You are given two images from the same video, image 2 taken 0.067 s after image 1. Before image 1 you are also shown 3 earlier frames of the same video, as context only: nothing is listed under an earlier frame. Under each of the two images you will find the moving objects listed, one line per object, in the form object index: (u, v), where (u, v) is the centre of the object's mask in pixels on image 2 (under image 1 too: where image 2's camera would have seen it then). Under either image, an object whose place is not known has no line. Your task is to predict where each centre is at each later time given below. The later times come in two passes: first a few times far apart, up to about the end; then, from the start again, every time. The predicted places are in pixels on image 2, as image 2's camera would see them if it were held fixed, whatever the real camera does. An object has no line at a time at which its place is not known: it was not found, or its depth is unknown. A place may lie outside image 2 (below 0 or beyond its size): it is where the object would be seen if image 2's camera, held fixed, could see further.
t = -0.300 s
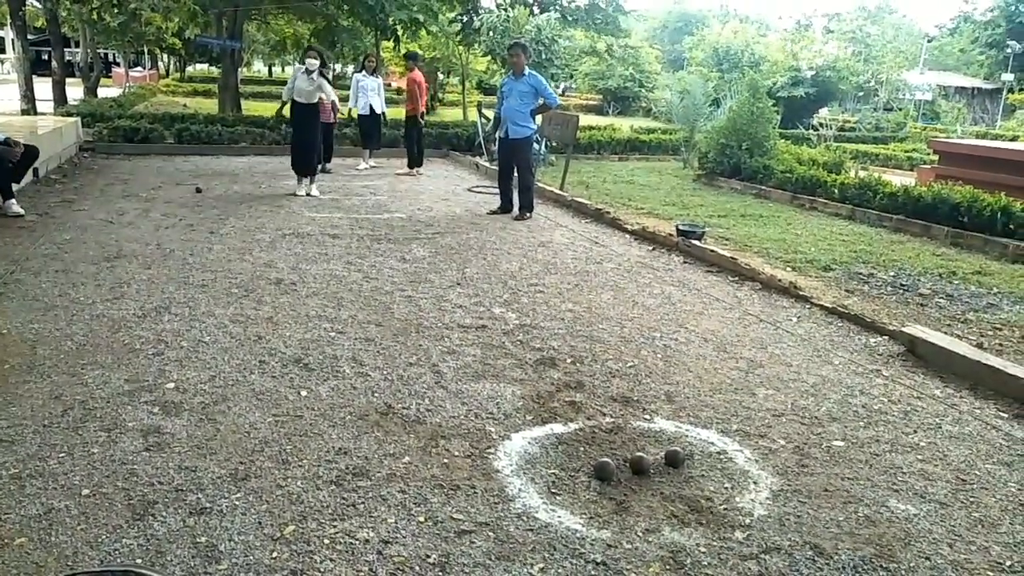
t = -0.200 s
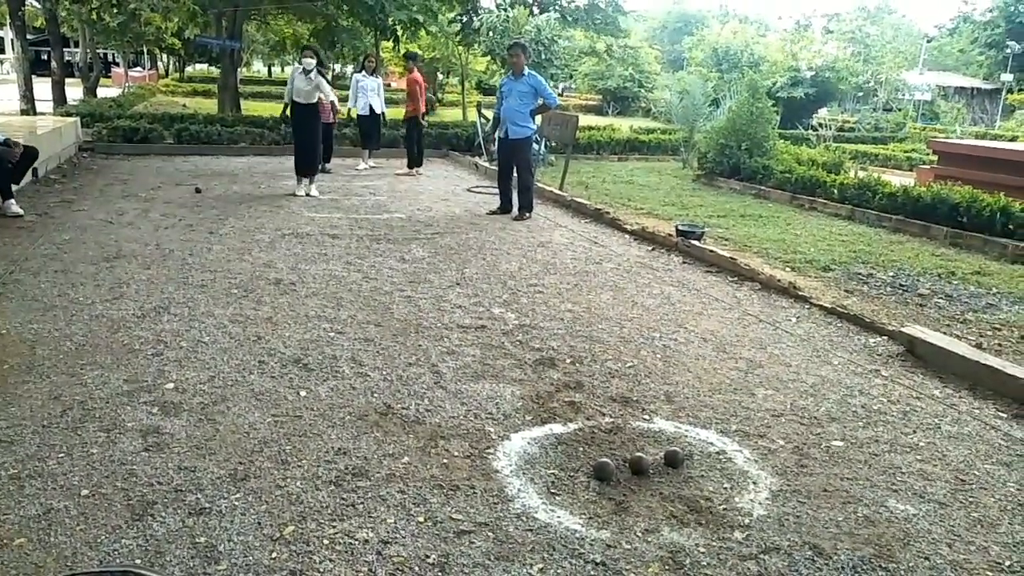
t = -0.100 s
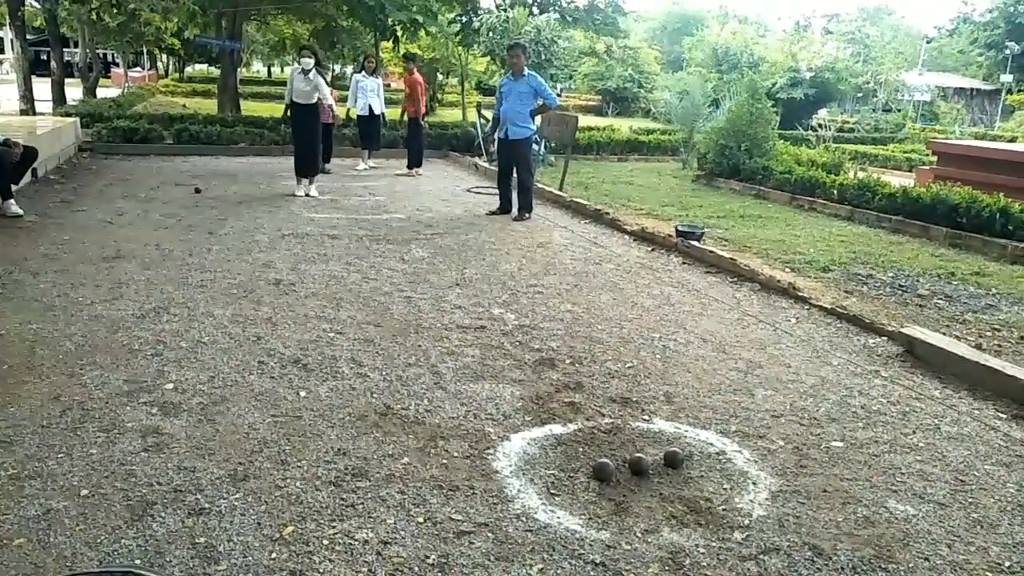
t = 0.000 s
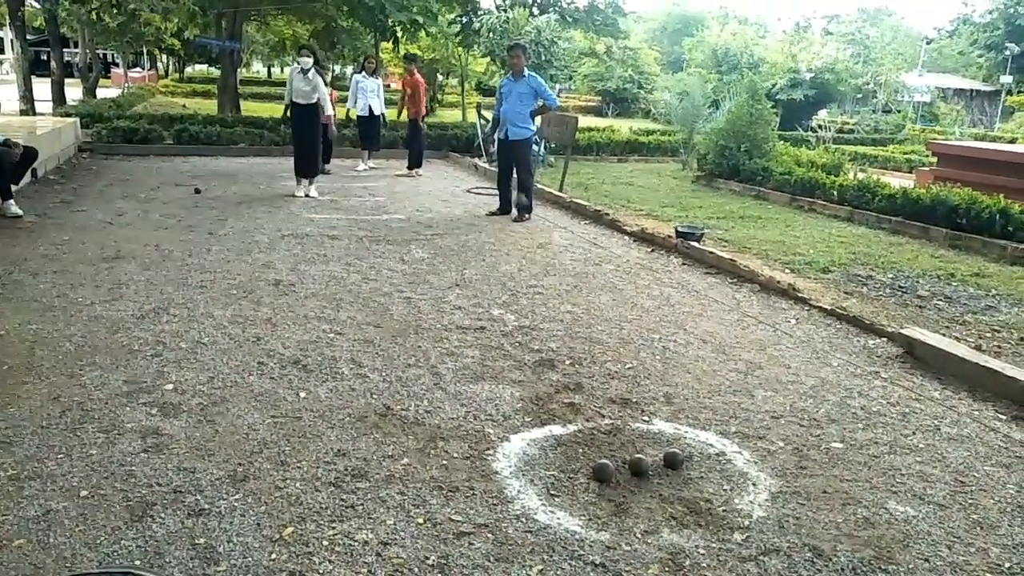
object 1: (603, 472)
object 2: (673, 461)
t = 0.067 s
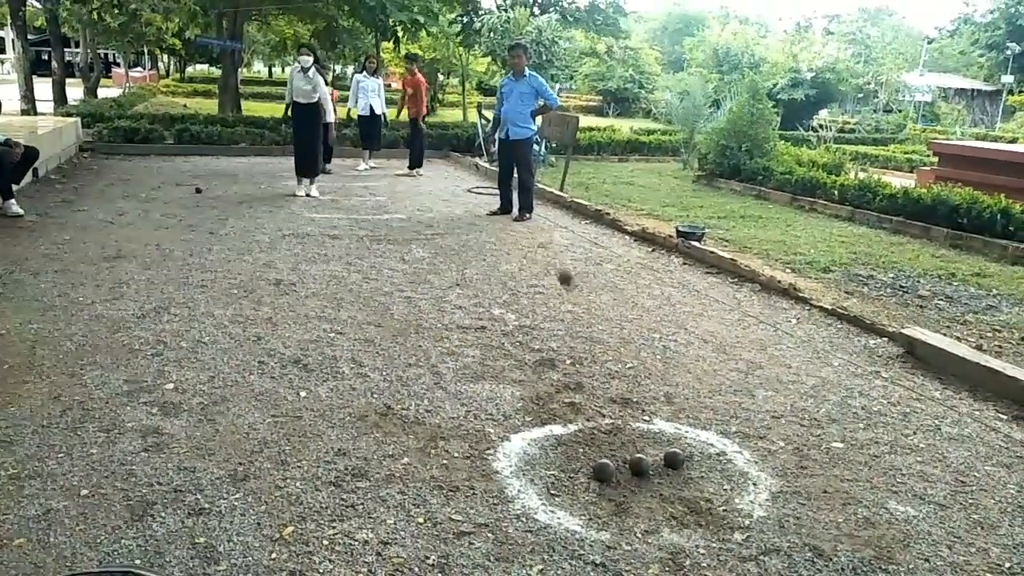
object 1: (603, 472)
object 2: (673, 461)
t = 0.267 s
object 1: (588, 472)
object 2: (720, 457)
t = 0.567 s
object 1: (547, 476)
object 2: (800, 453)
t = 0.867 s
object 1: (521, 475)
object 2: (857, 459)
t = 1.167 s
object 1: (508, 472)
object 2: (897, 462)
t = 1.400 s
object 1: (506, 472)
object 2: (914, 464)
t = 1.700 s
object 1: (505, 472)
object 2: (914, 460)
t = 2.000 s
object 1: (506, 472)
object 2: (911, 459)
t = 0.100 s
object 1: (603, 472)
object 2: (673, 461)
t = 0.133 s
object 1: (603, 472)
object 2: (673, 461)
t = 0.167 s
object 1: (603, 472)
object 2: (675, 460)
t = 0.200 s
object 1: (603, 472)
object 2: (691, 457)
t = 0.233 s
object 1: (596, 472)
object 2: (707, 457)
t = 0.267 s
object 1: (588, 472)
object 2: (720, 457)
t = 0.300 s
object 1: (581, 474)
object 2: (732, 455)
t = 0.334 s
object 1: (577, 473)
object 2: (744, 456)
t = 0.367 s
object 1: (573, 474)
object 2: (753, 455)
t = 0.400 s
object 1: (567, 475)
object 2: (762, 452)
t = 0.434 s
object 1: (563, 475)
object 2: (770, 453)
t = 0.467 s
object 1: (558, 476)
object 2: (778, 455)
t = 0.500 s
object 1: (554, 476)
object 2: (785, 454)
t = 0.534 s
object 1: (550, 476)
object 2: (793, 454)
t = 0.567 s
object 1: (547, 476)
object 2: (800, 453)
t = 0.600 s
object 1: (543, 476)
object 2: (807, 454)
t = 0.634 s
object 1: (540, 475)
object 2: (814, 453)
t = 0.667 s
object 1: (538, 474)
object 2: (820, 454)
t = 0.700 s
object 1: (535, 474)
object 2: (827, 454)
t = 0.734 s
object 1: (533, 474)
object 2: (833, 455)
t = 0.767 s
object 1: (530, 475)
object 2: (839, 455)
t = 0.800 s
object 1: (527, 474)
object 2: (845, 456)
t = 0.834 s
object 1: (524, 474)
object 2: (851, 457)
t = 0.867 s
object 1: (521, 475)
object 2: (857, 459)
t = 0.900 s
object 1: (519, 474)
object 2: (862, 459)
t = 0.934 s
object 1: (517, 473)
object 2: (868, 460)
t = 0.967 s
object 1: (515, 473)
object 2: (874, 461)
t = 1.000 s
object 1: (514, 473)
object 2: (879, 461)
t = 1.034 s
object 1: (513, 472)
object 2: (884, 461)
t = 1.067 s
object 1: (512, 472)
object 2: (886, 461)
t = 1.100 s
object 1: (511, 472)
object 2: (890, 462)
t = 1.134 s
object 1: (510, 472)
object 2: (893, 462)
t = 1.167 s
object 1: (508, 472)
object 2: (897, 462)
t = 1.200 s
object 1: (507, 472)
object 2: (900, 462)
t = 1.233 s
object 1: (506, 472)
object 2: (903, 463)
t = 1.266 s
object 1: (505, 472)
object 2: (906, 463)
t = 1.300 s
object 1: (505, 472)
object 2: (909, 464)
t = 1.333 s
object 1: (505, 472)
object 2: (911, 464)
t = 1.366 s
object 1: (506, 472)
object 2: (913, 463)
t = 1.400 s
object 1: (506, 472)
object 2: (914, 464)
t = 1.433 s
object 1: (506, 472)
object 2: (914, 463)
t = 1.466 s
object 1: (505, 472)
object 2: (916, 462)
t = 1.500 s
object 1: (505, 472)
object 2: (916, 462)
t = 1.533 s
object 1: (505, 472)
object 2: (916, 462)
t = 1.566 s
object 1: (506, 472)
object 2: (915, 462)
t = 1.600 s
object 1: (506, 472)
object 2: (915, 461)
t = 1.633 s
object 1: (505, 472)
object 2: (915, 460)
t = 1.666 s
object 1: (505, 472)
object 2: (915, 461)
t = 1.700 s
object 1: (505, 472)
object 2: (914, 460)
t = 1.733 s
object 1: (506, 472)
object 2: (914, 460)
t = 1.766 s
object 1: (506, 472)
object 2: (913, 459)
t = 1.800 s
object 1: (506, 472)
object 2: (913, 459)
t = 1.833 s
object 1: (506, 472)
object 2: (912, 459)
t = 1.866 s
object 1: (506, 472)
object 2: (911, 459)
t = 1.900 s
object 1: (506, 472)
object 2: (910, 460)
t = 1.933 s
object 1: (506, 472)
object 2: (910, 459)
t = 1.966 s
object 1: (506, 472)
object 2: (911, 459)
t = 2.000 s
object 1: (506, 472)
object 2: (911, 459)
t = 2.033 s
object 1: (505, 472)
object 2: (911, 460)
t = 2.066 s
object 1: (505, 472)
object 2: (911, 459)
